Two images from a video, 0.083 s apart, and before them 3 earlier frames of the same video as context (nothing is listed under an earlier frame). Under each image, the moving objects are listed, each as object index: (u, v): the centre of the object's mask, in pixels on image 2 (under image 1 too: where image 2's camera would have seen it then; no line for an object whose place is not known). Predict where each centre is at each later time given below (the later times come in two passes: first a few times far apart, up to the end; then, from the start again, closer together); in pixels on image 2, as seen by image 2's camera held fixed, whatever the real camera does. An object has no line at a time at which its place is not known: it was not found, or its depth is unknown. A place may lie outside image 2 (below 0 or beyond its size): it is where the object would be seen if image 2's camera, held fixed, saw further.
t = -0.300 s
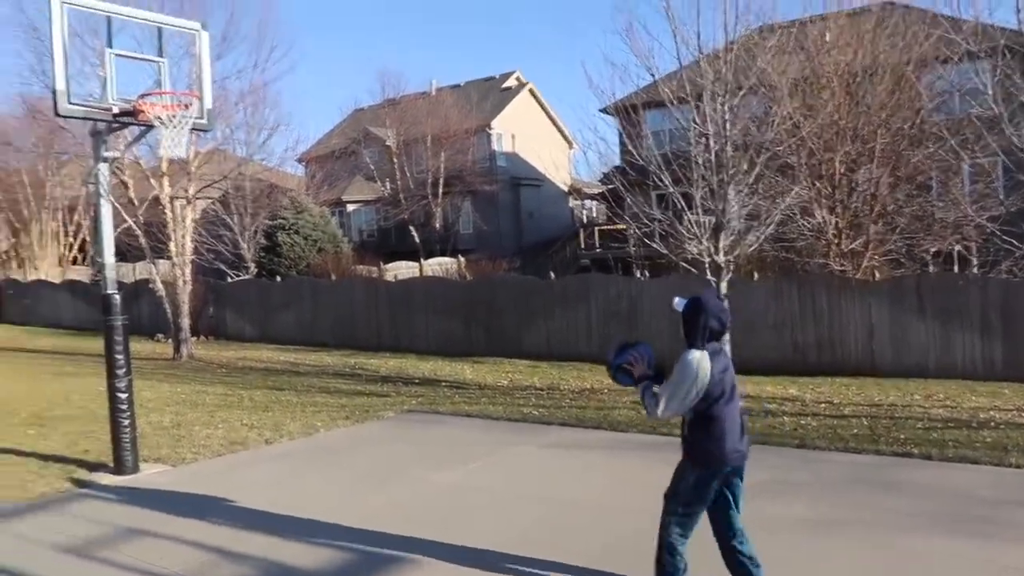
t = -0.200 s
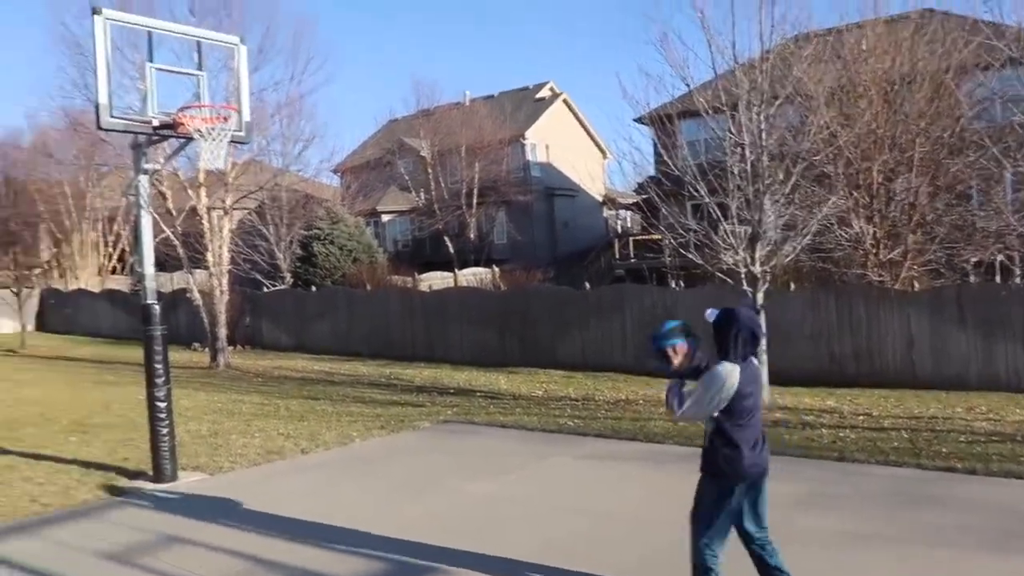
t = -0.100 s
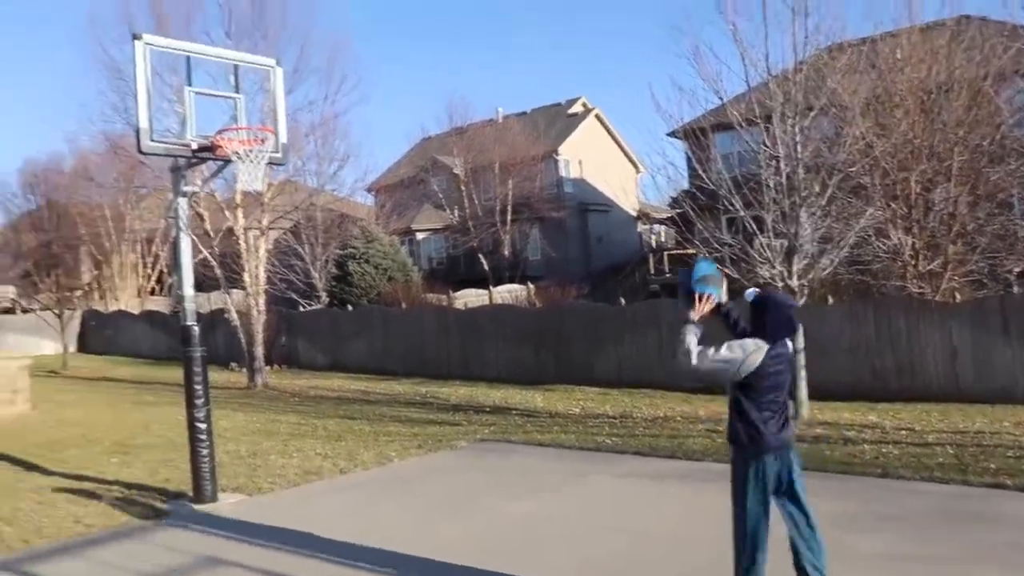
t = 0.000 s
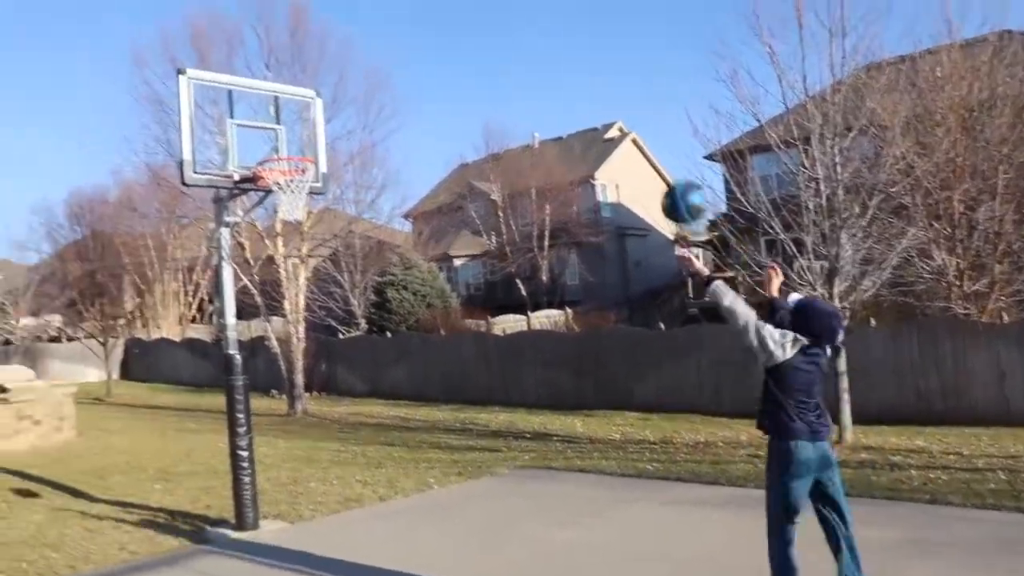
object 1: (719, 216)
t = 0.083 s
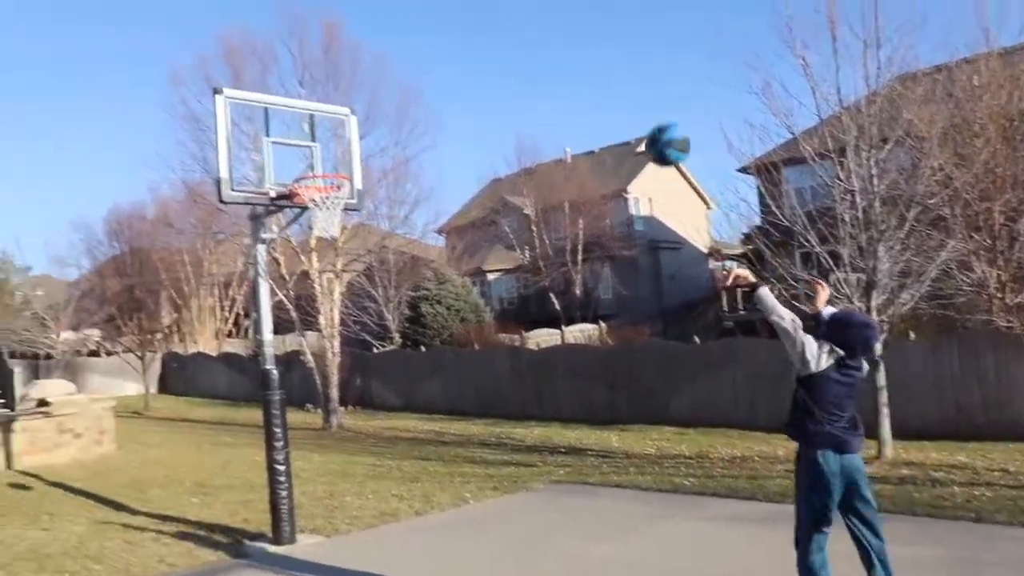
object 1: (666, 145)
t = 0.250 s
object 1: (579, 57)
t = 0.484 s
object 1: (487, 19)
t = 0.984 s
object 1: (360, 182)
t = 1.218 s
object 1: (322, 339)
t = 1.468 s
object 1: (299, 530)
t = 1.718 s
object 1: (336, 449)
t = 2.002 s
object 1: (395, 412)
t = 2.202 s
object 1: (450, 456)
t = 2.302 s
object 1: (483, 507)
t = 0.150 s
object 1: (631, 102)
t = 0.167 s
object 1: (622, 93)
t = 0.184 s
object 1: (614, 85)
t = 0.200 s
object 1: (605, 78)
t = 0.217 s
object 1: (596, 70)
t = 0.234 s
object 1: (588, 63)
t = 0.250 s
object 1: (579, 57)
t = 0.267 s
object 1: (572, 51)
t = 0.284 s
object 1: (564, 46)
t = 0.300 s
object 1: (557, 42)
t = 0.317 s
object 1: (550, 38)
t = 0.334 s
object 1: (542, 35)
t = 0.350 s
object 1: (535, 31)
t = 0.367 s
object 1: (527, 27)
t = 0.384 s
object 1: (520, 25)
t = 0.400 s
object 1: (513, 22)
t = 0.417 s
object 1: (507, 21)
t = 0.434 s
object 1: (502, 20)
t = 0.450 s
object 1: (497, 20)
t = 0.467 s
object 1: (493, 19)
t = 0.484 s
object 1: (487, 19)
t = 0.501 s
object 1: (481, 19)
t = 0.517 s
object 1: (474, 19)
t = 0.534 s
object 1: (468, 20)
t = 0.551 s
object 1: (463, 22)
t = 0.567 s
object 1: (459, 25)
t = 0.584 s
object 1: (454, 27)
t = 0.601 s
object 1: (449, 29)
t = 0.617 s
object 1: (444, 33)
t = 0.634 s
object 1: (438, 37)
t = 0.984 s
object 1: (360, 182)
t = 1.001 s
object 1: (358, 192)
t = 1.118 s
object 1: (336, 267)
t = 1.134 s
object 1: (335, 278)
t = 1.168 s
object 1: (330, 299)
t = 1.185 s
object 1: (328, 313)
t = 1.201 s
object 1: (326, 326)
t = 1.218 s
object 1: (322, 339)
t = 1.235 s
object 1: (320, 350)
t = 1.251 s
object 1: (317, 364)
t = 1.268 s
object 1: (315, 378)
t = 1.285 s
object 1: (307, 393)
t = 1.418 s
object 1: (292, 501)
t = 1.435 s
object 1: (293, 510)
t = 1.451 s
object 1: (297, 518)
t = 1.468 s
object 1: (299, 530)
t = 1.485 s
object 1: (301, 538)
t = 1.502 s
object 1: (304, 530)
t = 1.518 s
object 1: (306, 523)
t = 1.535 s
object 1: (308, 515)
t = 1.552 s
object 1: (311, 508)
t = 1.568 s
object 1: (313, 502)
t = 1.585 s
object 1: (314, 493)
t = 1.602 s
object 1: (318, 487)
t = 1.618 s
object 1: (320, 481)
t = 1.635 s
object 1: (322, 474)
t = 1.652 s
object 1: (325, 468)
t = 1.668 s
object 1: (327, 462)
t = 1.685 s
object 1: (330, 457)
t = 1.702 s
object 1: (333, 453)
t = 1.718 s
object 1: (336, 449)
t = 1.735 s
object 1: (340, 442)
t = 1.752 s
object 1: (343, 439)
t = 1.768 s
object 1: (346, 436)
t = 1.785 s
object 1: (350, 430)
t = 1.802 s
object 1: (356, 425)
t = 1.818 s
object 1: (357, 424)
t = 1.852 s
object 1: (363, 419)
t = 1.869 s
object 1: (367, 415)
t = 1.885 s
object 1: (371, 414)
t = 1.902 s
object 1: (374, 413)
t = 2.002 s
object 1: (395, 412)
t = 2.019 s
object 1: (400, 414)
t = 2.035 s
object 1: (404, 414)
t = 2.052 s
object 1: (407, 417)
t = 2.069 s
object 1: (412, 420)
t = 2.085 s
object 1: (416, 422)
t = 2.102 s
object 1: (421, 426)
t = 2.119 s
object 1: (426, 431)
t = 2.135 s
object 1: (430, 435)
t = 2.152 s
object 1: (435, 440)
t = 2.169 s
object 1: (439, 444)
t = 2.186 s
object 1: (444, 451)
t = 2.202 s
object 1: (450, 456)
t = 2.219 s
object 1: (455, 464)
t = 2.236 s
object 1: (459, 471)
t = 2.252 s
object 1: (465, 479)
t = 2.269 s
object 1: (471, 487)
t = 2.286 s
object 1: (477, 497)
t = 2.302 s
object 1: (483, 507)
